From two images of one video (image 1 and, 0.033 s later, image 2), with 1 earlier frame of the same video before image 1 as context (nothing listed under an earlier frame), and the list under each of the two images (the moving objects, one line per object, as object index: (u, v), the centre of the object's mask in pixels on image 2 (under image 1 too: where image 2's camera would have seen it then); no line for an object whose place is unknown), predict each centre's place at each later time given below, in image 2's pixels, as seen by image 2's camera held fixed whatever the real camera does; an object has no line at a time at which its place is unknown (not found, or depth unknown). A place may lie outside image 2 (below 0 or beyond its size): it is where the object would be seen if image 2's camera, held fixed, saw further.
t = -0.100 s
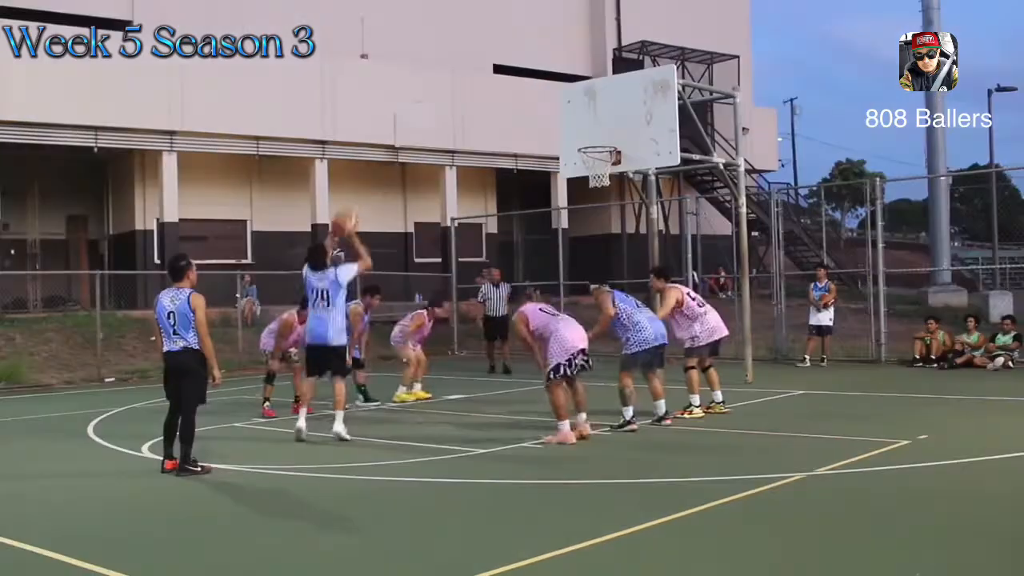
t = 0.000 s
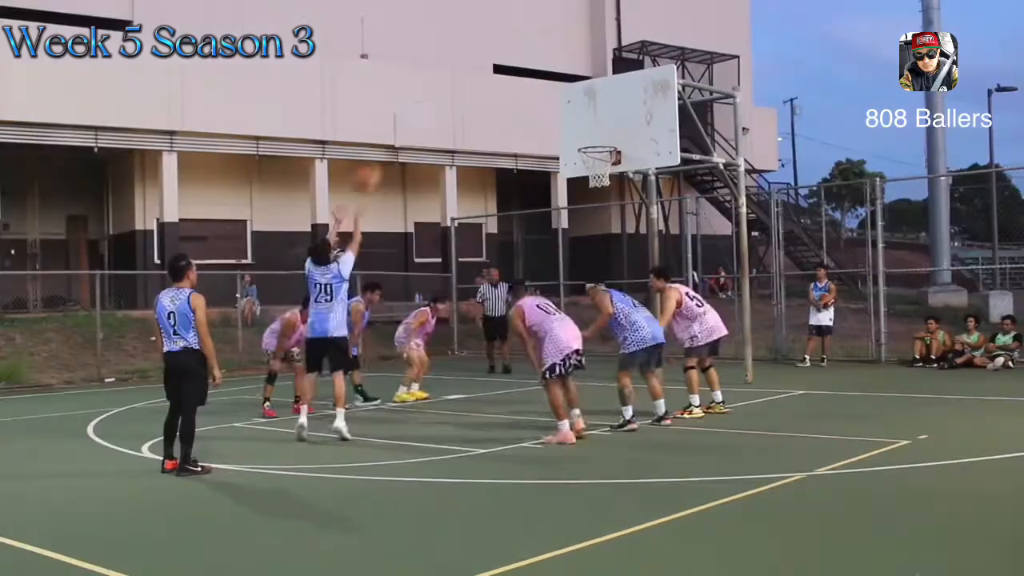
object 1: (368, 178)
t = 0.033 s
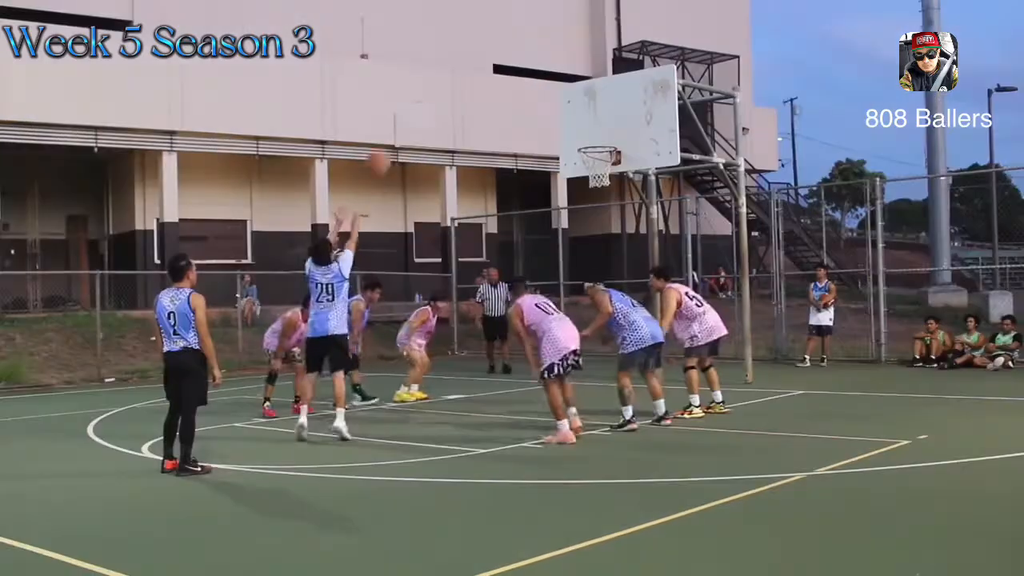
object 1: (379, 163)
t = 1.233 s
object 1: (585, 241)
